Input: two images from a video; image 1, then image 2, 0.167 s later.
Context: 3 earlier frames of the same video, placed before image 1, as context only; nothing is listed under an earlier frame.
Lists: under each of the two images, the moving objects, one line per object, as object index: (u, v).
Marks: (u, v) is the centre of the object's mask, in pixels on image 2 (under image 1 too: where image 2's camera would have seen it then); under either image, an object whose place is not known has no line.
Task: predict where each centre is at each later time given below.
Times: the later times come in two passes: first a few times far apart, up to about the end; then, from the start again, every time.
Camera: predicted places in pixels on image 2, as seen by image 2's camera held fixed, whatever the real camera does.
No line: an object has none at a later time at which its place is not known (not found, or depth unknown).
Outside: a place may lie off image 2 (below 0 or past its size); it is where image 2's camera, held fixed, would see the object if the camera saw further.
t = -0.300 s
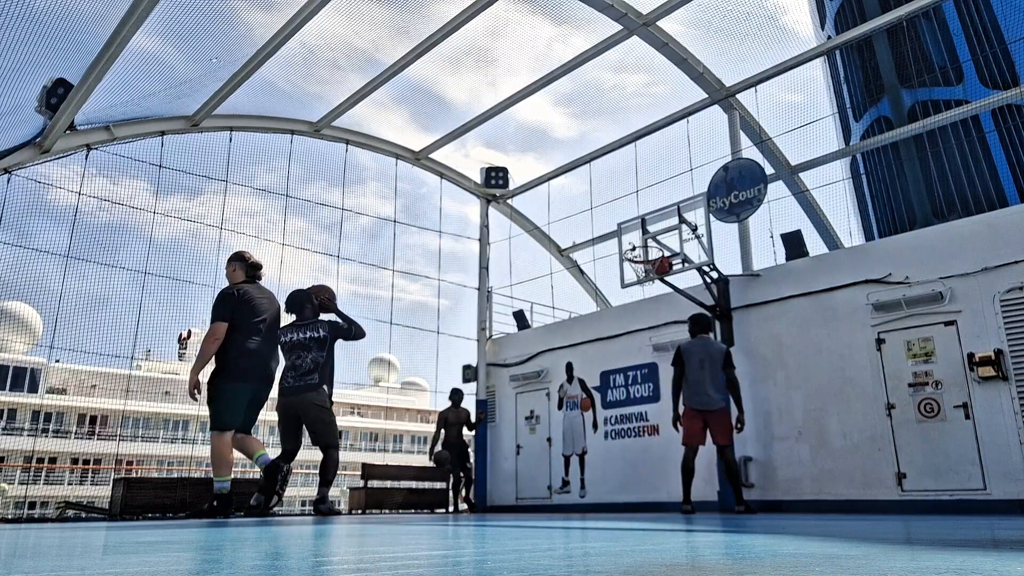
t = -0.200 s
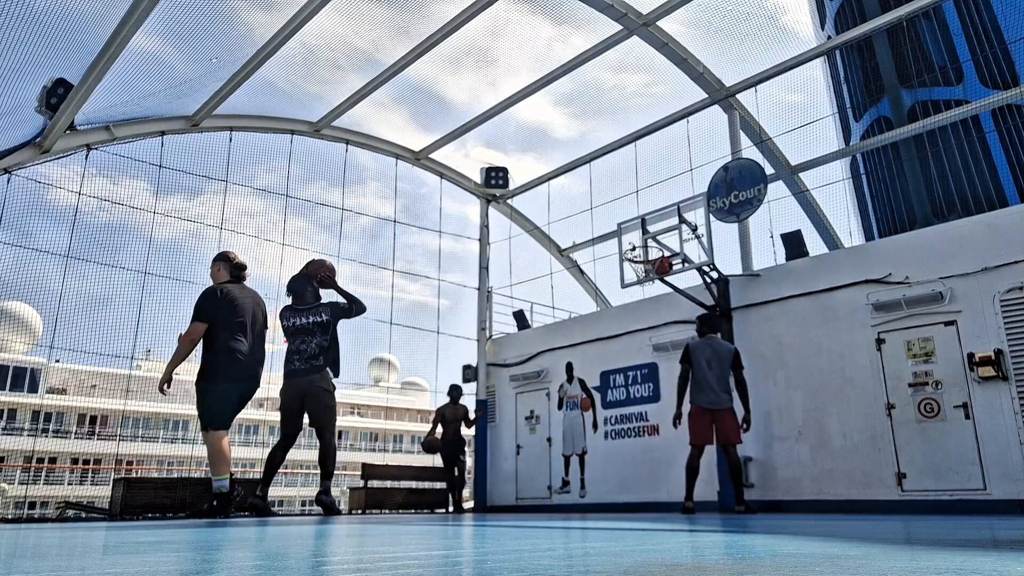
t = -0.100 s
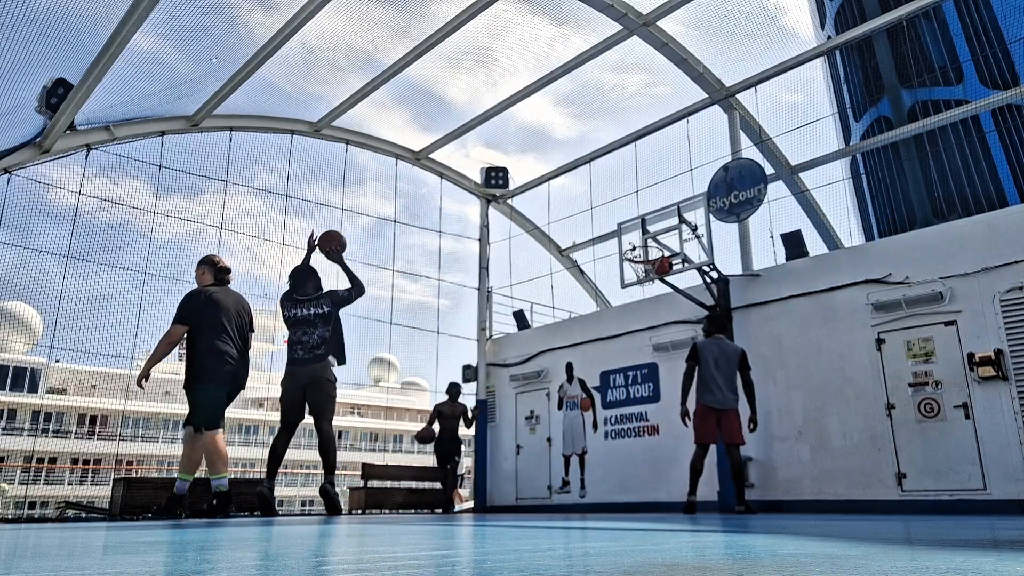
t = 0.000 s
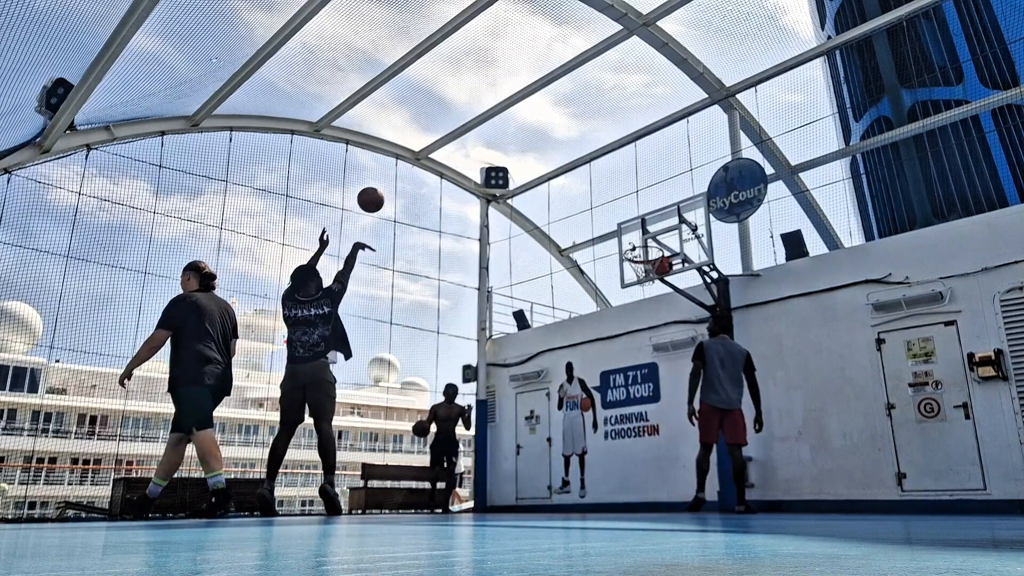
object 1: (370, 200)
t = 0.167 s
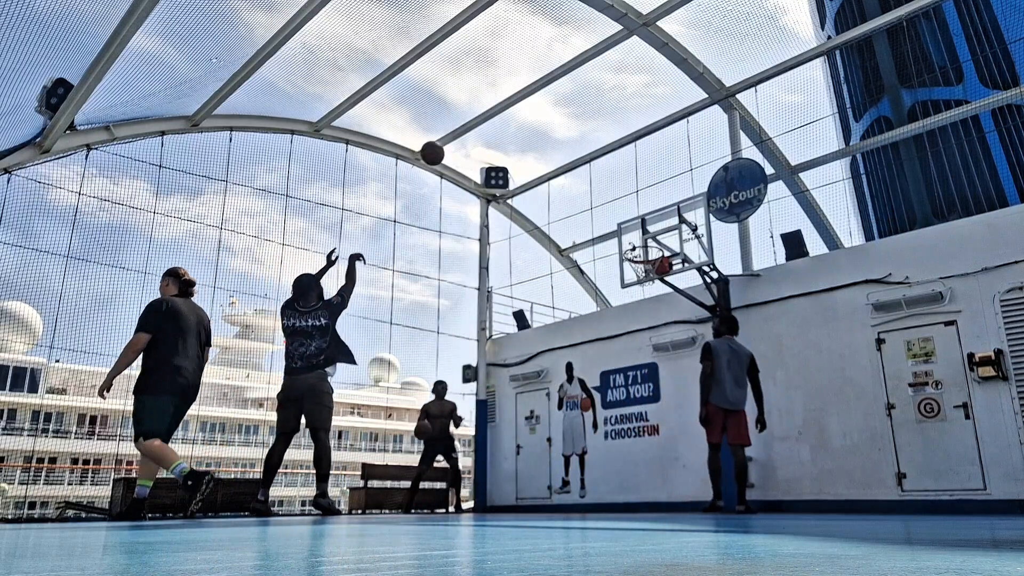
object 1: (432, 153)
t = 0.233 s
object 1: (454, 143)
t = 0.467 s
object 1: (521, 142)
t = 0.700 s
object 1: (578, 180)
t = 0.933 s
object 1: (629, 244)
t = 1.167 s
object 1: (654, 242)
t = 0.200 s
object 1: (443, 148)
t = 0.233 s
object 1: (454, 143)
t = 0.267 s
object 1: (464, 140)
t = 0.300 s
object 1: (474, 138)
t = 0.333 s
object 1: (484, 137)
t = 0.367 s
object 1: (493, 137)
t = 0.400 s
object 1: (503, 138)
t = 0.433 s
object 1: (512, 139)
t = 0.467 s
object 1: (521, 142)
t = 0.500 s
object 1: (529, 145)
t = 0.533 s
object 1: (538, 149)
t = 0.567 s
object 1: (546, 153)
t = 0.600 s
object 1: (554, 159)
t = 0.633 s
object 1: (562, 165)
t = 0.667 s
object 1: (570, 172)
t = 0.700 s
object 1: (578, 180)
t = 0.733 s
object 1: (586, 188)
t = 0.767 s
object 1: (593, 197)
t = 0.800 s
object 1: (601, 207)
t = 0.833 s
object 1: (608, 218)
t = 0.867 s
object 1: (616, 229)
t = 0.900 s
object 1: (623, 241)
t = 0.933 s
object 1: (629, 244)
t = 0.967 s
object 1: (634, 244)
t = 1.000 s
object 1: (639, 244)
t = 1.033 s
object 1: (643, 246)
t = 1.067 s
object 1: (649, 247)
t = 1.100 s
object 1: (654, 250)
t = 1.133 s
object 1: (656, 246)
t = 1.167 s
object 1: (654, 242)
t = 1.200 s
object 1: (652, 239)
